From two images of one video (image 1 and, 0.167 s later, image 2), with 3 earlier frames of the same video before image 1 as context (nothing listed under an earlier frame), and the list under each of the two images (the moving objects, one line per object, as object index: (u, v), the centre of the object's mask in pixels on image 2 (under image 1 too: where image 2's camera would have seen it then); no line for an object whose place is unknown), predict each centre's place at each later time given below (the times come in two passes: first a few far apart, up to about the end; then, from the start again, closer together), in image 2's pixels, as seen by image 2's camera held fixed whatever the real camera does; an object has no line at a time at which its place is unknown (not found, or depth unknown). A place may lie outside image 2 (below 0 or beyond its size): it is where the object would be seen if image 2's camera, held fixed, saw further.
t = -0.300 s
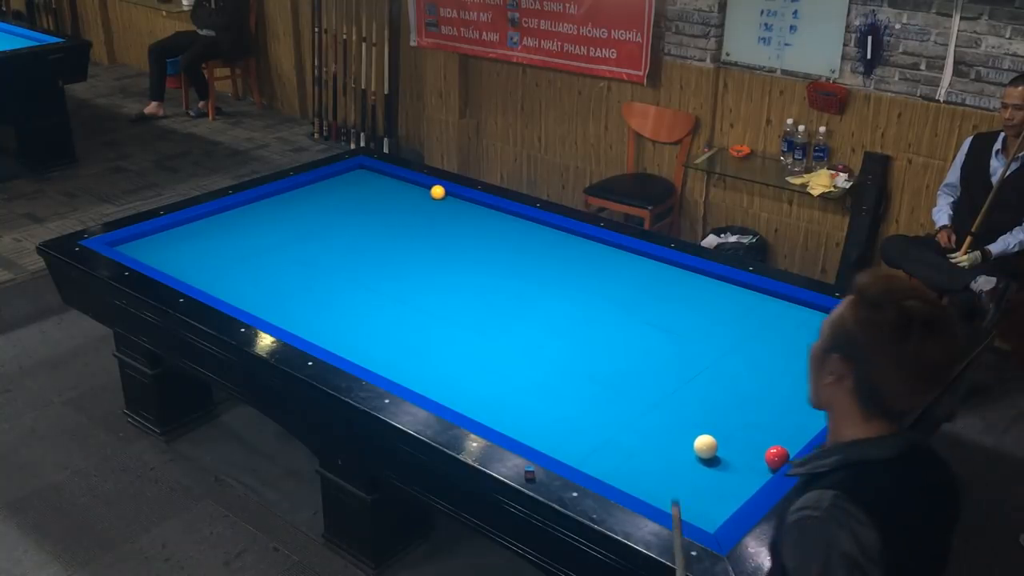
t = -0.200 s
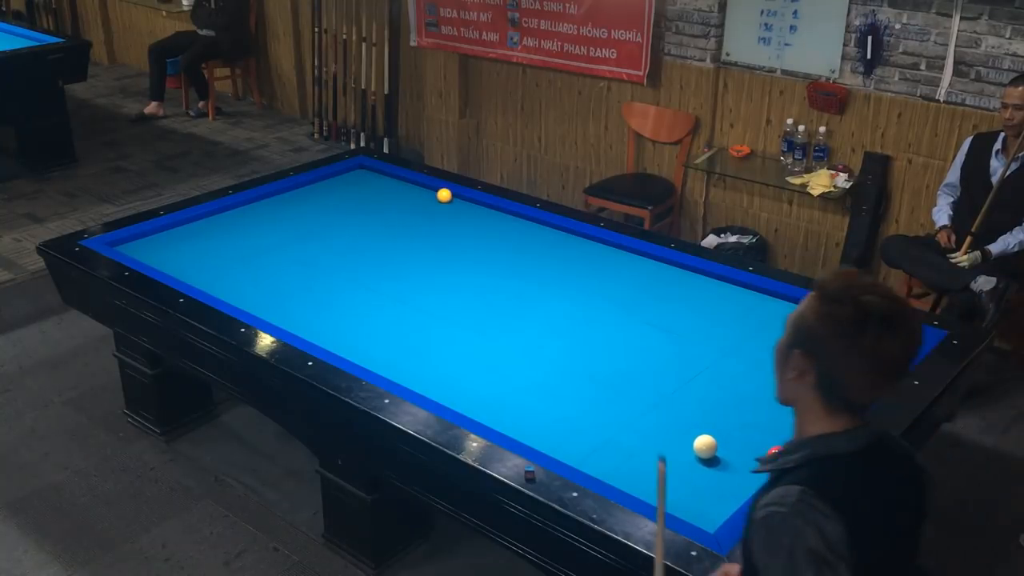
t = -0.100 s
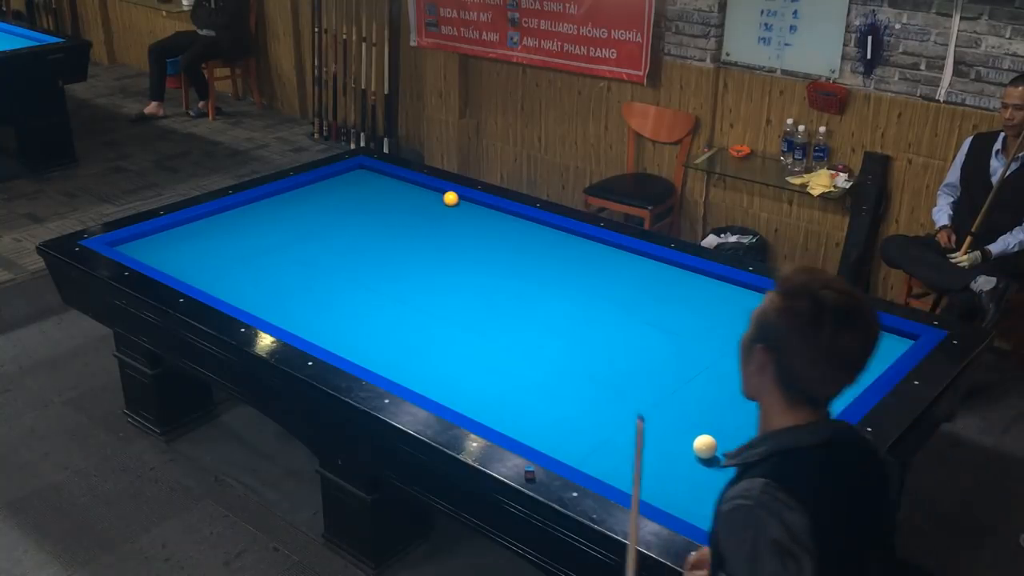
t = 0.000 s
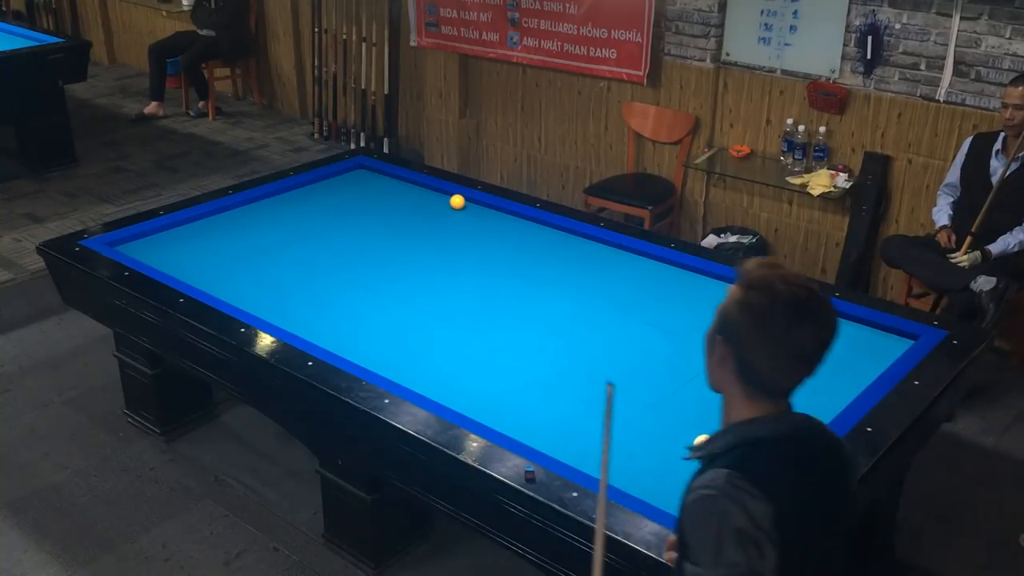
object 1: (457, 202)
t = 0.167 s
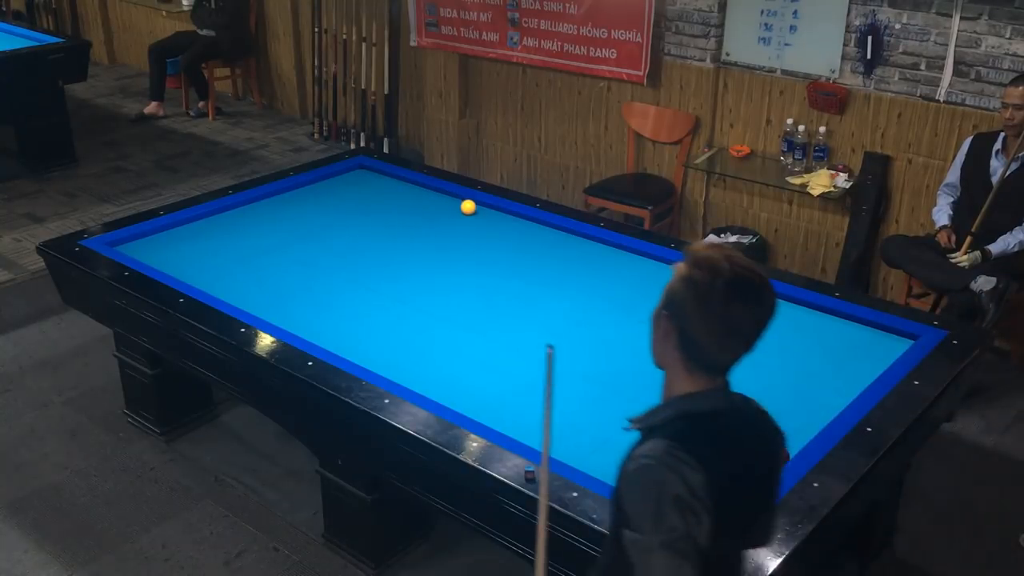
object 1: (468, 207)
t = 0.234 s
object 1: (472, 209)
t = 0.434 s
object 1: (486, 216)
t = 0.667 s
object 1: (502, 223)
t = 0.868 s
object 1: (509, 228)
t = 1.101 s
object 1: (531, 238)
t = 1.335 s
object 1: (547, 245)
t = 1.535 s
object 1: (561, 252)
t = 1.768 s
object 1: (576, 260)
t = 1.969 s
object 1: (590, 266)
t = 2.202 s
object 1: (606, 274)
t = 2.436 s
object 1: (622, 281)
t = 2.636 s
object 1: (635, 287)
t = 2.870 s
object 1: (650, 295)
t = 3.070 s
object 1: (663, 301)
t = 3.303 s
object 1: (678, 308)
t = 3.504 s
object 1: (690, 314)
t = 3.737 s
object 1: (705, 321)
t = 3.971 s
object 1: (719, 327)
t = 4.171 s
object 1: (730, 333)
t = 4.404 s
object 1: (743, 339)
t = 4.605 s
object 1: (754, 344)
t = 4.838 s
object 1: (766, 350)
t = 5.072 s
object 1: (777, 355)
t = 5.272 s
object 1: (787, 359)
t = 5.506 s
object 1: (797, 364)
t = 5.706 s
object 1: (805, 367)
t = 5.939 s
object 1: (814, 371)
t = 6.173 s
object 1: (822, 374)
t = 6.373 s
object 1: (828, 377)
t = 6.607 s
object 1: (835, 380)
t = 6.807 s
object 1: (840, 382)
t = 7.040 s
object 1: (845, 384)
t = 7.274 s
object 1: (849, 385)
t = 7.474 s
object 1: (852, 386)
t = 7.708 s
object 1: (854, 385)
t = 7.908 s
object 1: (855, 386)
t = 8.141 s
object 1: (854, 386)
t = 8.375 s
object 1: (854, 385)
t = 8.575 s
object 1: (854, 385)
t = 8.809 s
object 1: (854, 386)
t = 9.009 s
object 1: (854, 386)
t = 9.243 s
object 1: (854, 385)
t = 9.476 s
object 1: (854, 385)
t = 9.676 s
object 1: (854, 385)
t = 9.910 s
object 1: (854, 385)
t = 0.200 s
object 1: (470, 208)
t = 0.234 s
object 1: (472, 209)
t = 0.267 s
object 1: (475, 210)
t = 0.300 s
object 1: (477, 211)
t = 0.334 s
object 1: (479, 213)
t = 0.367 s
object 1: (482, 214)
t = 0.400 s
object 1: (484, 215)
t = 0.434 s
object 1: (486, 216)
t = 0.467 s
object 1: (488, 217)
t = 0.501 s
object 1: (490, 218)
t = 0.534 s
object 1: (493, 219)
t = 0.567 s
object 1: (495, 220)
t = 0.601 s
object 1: (497, 221)
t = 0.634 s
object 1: (499, 222)
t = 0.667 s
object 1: (502, 223)
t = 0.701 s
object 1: (504, 224)
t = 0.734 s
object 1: (506, 226)
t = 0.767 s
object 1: (508, 226)
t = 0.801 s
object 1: (511, 228)
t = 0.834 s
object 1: (512, 229)
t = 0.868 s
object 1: (509, 228)
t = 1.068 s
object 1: (531, 238)
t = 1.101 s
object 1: (531, 238)
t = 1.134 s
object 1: (533, 239)
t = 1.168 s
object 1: (535, 240)
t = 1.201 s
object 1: (538, 241)
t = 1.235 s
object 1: (540, 242)
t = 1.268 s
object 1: (542, 243)
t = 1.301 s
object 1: (545, 244)
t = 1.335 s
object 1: (547, 245)
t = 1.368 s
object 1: (549, 246)
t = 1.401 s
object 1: (551, 247)
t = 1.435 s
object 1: (554, 249)
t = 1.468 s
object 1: (556, 249)
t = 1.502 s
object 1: (558, 251)
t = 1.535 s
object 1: (561, 252)
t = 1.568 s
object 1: (563, 253)
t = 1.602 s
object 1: (565, 254)
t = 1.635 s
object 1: (567, 255)
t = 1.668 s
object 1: (570, 256)
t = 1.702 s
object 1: (572, 257)
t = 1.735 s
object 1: (574, 259)
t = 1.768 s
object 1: (576, 260)
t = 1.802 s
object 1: (579, 261)
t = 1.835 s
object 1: (581, 262)
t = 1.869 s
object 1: (583, 263)
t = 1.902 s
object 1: (586, 264)
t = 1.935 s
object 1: (588, 265)
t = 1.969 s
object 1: (590, 266)
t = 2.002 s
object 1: (592, 267)
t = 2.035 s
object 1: (594, 268)
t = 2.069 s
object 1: (597, 269)
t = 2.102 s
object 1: (599, 270)
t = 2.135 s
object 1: (601, 271)
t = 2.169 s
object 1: (604, 272)
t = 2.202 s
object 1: (606, 274)
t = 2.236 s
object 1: (608, 275)
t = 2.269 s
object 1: (610, 276)
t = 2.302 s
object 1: (612, 277)
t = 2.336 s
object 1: (615, 278)
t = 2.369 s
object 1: (617, 279)
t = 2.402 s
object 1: (619, 280)
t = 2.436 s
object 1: (622, 281)
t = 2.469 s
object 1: (624, 282)
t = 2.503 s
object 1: (626, 283)
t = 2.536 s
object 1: (628, 284)
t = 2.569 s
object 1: (630, 285)
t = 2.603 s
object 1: (632, 286)
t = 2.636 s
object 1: (635, 287)
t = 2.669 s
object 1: (637, 289)
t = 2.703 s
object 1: (639, 290)
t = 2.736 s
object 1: (641, 291)
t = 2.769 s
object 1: (643, 291)
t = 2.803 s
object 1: (645, 292)
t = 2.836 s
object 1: (648, 294)
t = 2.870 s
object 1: (650, 295)
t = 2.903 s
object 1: (652, 296)
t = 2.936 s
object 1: (654, 297)
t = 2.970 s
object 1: (656, 298)
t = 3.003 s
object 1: (659, 299)
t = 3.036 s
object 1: (661, 300)
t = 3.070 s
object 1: (663, 301)
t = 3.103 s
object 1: (665, 302)
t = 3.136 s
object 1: (667, 303)
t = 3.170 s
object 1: (669, 304)
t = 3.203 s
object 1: (672, 305)
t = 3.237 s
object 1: (674, 306)
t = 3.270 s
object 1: (676, 307)
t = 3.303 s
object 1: (678, 308)
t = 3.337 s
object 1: (680, 309)
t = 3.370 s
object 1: (682, 310)
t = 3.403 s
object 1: (684, 311)
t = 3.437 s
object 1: (686, 312)
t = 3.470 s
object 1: (688, 313)
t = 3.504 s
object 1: (690, 314)
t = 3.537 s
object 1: (693, 315)
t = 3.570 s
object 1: (694, 316)
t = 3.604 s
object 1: (697, 317)
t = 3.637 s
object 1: (699, 318)
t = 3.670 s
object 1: (701, 319)
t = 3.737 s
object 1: (705, 321)
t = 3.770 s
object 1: (707, 322)
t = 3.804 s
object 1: (709, 322)
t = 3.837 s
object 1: (711, 324)
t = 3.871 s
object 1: (713, 324)
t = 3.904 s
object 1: (715, 325)
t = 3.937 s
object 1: (717, 326)
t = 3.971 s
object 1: (719, 327)
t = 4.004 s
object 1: (721, 328)
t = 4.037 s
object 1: (723, 329)
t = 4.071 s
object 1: (725, 330)
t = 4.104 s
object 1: (727, 331)
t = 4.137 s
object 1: (728, 332)
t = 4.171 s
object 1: (730, 333)
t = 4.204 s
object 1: (732, 334)
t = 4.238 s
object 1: (734, 335)
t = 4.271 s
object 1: (736, 335)
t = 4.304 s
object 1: (738, 336)
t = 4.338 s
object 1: (740, 337)
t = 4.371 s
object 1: (741, 338)
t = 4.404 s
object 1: (743, 339)
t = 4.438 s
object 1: (745, 340)
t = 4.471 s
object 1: (747, 341)
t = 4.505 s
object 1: (749, 342)
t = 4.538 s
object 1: (750, 343)
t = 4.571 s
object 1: (752, 343)
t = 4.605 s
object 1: (754, 344)
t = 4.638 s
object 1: (756, 345)
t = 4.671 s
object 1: (757, 346)
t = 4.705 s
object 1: (759, 347)
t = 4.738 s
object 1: (761, 347)
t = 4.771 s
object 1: (763, 348)
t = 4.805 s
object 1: (764, 349)
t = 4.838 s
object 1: (766, 350)
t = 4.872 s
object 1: (768, 350)
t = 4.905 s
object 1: (769, 351)
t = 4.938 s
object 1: (771, 352)
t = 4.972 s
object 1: (772, 353)
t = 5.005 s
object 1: (774, 353)
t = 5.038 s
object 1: (776, 354)
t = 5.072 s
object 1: (777, 355)
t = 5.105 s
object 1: (779, 356)
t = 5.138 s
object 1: (781, 356)
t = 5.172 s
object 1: (782, 357)
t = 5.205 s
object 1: (784, 358)
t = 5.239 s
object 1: (785, 358)
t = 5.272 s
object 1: (787, 359)
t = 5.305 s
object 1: (788, 360)
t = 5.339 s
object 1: (790, 361)
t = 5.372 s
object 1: (791, 361)
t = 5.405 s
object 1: (793, 362)
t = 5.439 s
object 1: (794, 362)
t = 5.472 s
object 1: (796, 363)
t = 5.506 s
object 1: (797, 364)
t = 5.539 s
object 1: (798, 364)
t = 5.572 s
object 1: (800, 365)
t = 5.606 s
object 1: (801, 365)
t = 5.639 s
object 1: (802, 366)
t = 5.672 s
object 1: (804, 367)
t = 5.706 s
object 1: (805, 367)
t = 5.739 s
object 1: (806, 368)
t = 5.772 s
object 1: (808, 368)
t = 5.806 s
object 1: (809, 369)
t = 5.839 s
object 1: (810, 369)
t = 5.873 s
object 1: (812, 370)
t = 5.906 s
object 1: (813, 370)
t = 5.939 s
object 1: (814, 371)
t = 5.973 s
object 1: (815, 372)
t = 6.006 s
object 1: (816, 372)
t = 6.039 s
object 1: (817, 372)
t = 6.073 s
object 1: (819, 373)
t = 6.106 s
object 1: (820, 373)
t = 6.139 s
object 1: (821, 374)
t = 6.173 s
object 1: (822, 374)
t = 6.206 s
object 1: (823, 375)
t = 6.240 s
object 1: (824, 375)
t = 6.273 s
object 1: (825, 376)
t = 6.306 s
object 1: (826, 376)
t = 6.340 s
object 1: (827, 377)
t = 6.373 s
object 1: (828, 377)
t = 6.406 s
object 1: (829, 378)
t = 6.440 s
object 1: (830, 378)
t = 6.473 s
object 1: (831, 379)
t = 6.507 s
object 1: (832, 379)
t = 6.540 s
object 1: (833, 379)
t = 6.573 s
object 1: (834, 380)
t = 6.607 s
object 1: (835, 380)
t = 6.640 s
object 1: (836, 380)
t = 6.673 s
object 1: (836, 381)
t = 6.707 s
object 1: (837, 381)
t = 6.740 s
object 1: (838, 381)
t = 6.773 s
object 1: (839, 381)
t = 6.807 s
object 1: (840, 382)
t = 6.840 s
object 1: (841, 382)
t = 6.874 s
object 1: (841, 382)
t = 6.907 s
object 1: (842, 383)
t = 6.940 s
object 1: (843, 383)
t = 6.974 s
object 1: (844, 383)
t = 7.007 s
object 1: (844, 384)
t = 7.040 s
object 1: (845, 384)
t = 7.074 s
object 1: (846, 384)
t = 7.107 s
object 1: (846, 384)
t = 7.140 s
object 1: (847, 384)
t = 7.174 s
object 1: (848, 384)
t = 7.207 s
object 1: (848, 384)
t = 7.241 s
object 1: (849, 385)
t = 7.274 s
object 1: (849, 385)
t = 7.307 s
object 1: (850, 385)
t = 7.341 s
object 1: (850, 385)
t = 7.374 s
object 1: (850, 385)
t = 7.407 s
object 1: (851, 386)
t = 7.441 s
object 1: (851, 386)
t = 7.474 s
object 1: (852, 386)
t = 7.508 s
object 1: (852, 385)
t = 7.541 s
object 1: (853, 385)
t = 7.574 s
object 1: (853, 386)
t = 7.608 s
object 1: (853, 386)
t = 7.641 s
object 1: (853, 385)
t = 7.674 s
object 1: (854, 385)
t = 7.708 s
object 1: (854, 385)
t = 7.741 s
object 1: (854, 385)
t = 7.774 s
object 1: (854, 385)
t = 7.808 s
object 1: (854, 386)
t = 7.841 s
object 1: (855, 386)
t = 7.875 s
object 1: (855, 386)
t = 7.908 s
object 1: (855, 386)
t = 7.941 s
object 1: (855, 386)
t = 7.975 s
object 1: (855, 385)
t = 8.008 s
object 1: (854, 385)
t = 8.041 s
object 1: (854, 385)
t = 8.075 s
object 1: (854, 385)
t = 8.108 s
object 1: (854, 385)
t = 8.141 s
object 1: (854, 386)
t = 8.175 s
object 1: (854, 385)
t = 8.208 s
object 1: (854, 385)
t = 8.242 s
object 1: (854, 385)
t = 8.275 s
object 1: (854, 385)
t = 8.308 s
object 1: (854, 385)
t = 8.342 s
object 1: (854, 385)
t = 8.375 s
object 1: (854, 385)
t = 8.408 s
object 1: (854, 385)
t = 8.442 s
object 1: (854, 385)
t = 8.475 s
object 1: (854, 385)
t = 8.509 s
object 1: (854, 385)
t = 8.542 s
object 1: (854, 386)
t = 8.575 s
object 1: (854, 385)
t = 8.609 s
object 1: (854, 385)
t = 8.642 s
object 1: (854, 385)
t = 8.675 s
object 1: (854, 385)
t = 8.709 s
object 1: (854, 385)
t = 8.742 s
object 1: (854, 385)
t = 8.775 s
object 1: (854, 385)
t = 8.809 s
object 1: (854, 386)
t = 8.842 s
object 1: (854, 385)
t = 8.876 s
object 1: (854, 385)
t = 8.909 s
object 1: (854, 385)
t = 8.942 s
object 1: (854, 385)
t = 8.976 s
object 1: (854, 385)
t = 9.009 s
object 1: (854, 386)
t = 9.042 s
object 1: (854, 385)
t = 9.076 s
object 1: (854, 385)
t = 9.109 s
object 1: (854, 385)
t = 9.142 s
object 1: (854, 385)
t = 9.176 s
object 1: (854, 385)
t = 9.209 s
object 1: (854, 385)
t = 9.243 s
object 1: (854, 385)
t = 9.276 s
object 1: (854, 385)
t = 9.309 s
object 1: (854, 385)
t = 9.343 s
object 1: (854, 385)
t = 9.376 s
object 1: (854, 385)
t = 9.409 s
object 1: (854, 385)
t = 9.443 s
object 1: (854, 385)
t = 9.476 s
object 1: (854, 385)
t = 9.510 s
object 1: (854, 385)
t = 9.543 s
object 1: (854, 385)
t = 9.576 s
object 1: (854, 385)
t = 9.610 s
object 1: (854, 385)
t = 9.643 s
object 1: (854, 385)
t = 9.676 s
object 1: (854, 385)
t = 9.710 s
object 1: (854, 385)
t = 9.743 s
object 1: (854, 385)
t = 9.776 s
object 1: (854, 386)
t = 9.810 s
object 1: (854, 385)
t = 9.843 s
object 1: (854, 385)
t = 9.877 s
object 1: (854, 385)
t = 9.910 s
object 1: (854, 385)
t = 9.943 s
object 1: (854, 385)
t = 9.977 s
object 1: (854, 385)
